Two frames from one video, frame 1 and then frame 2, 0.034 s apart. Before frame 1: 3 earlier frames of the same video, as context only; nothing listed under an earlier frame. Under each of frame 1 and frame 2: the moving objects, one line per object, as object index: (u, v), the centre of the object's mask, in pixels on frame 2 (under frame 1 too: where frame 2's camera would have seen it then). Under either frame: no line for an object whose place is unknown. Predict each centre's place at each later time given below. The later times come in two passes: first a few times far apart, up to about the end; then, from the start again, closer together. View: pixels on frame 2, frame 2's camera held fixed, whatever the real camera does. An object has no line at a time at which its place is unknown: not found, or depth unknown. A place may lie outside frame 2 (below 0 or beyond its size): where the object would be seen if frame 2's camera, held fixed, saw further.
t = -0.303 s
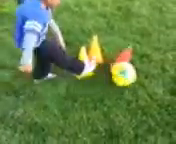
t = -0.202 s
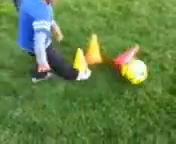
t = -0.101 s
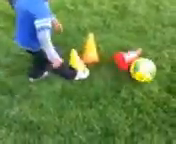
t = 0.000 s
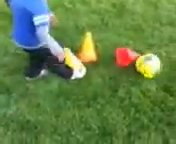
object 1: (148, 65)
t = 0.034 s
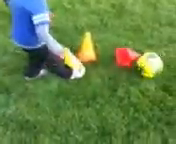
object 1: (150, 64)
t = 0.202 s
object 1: (159, 63)
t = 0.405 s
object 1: (163, 62)
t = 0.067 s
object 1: (152, 64)
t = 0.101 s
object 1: (154, 64)
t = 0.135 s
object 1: (155, 63)
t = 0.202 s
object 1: (159, 63)
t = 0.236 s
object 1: (160, 63)
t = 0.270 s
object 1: (161, 63)
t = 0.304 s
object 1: (162, 62)
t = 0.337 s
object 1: (163, 62)
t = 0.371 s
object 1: (162, 62)
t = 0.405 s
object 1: (163, 62)
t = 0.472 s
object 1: (162, 62)
